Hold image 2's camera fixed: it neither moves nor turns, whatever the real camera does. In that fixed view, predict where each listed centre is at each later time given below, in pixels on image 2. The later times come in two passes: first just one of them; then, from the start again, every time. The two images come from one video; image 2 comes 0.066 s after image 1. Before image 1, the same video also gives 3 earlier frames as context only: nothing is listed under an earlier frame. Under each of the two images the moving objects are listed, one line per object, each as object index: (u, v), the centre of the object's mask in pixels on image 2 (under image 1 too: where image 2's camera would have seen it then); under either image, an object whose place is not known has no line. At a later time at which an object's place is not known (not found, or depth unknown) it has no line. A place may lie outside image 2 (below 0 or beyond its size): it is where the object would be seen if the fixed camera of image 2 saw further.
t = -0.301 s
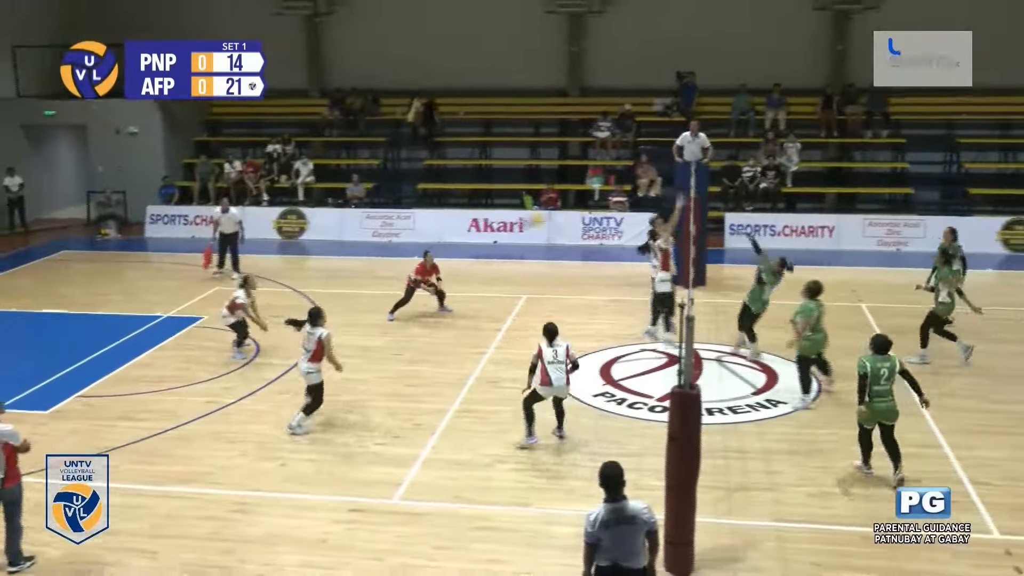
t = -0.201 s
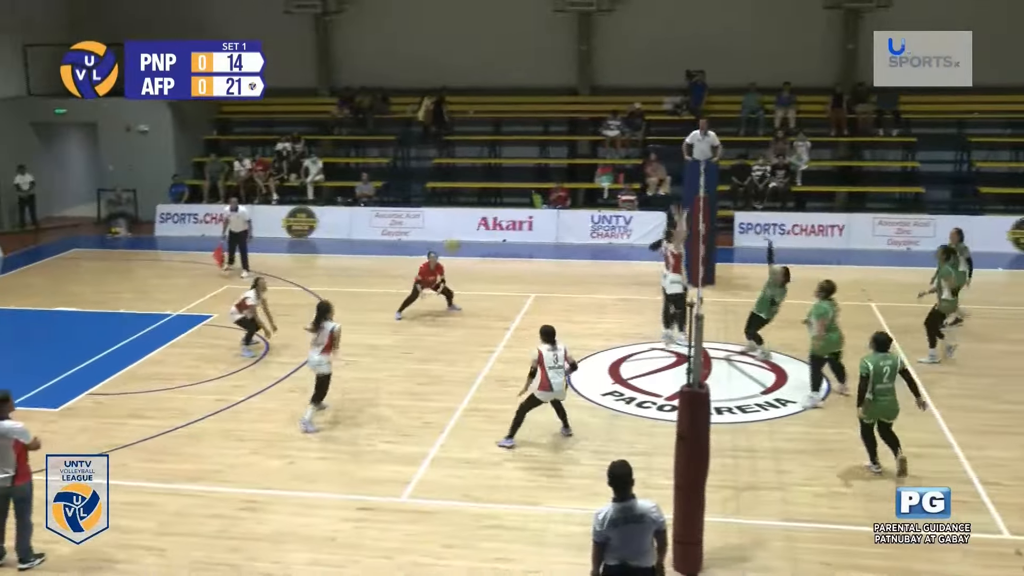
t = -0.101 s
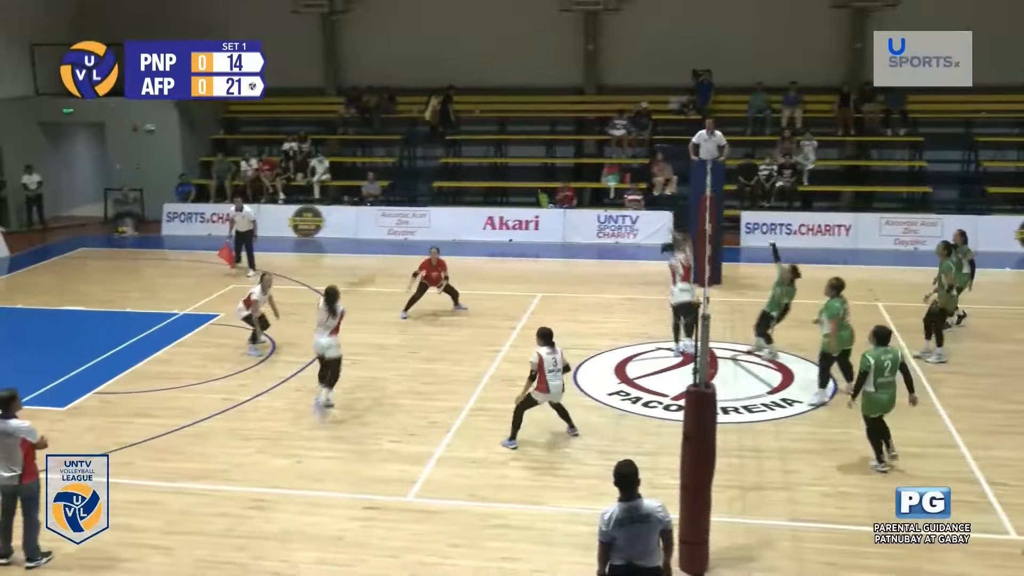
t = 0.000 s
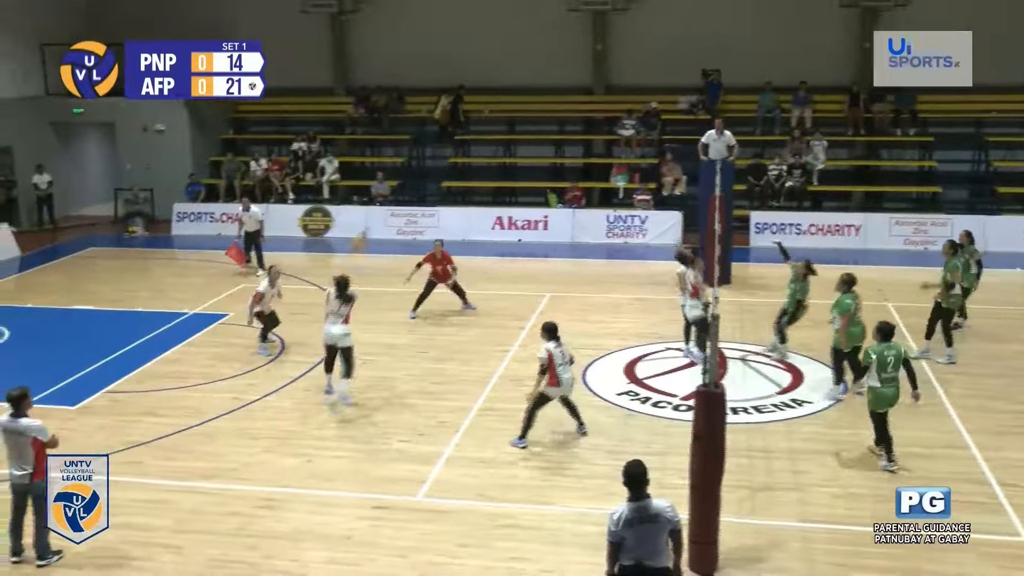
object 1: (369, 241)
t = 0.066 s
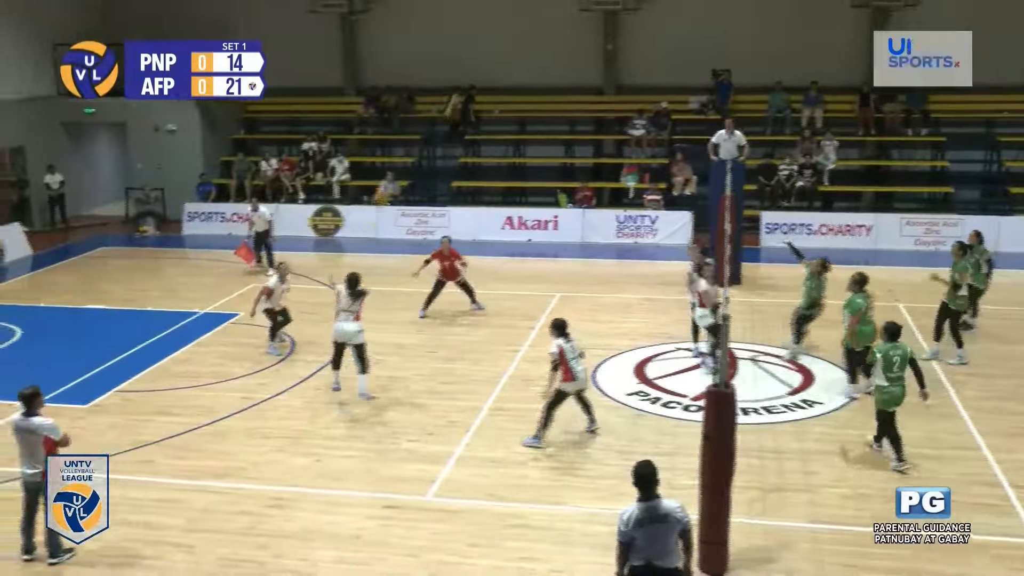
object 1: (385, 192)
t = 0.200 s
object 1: (410, 117)
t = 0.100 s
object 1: (389, 176)
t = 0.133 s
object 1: (396, 154)
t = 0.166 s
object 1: (403, 136)
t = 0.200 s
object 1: (410, 117)
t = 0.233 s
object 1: (416, 100)
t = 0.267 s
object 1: (421, 85)
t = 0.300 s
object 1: (428, 71)
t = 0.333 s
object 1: (435, 57)
